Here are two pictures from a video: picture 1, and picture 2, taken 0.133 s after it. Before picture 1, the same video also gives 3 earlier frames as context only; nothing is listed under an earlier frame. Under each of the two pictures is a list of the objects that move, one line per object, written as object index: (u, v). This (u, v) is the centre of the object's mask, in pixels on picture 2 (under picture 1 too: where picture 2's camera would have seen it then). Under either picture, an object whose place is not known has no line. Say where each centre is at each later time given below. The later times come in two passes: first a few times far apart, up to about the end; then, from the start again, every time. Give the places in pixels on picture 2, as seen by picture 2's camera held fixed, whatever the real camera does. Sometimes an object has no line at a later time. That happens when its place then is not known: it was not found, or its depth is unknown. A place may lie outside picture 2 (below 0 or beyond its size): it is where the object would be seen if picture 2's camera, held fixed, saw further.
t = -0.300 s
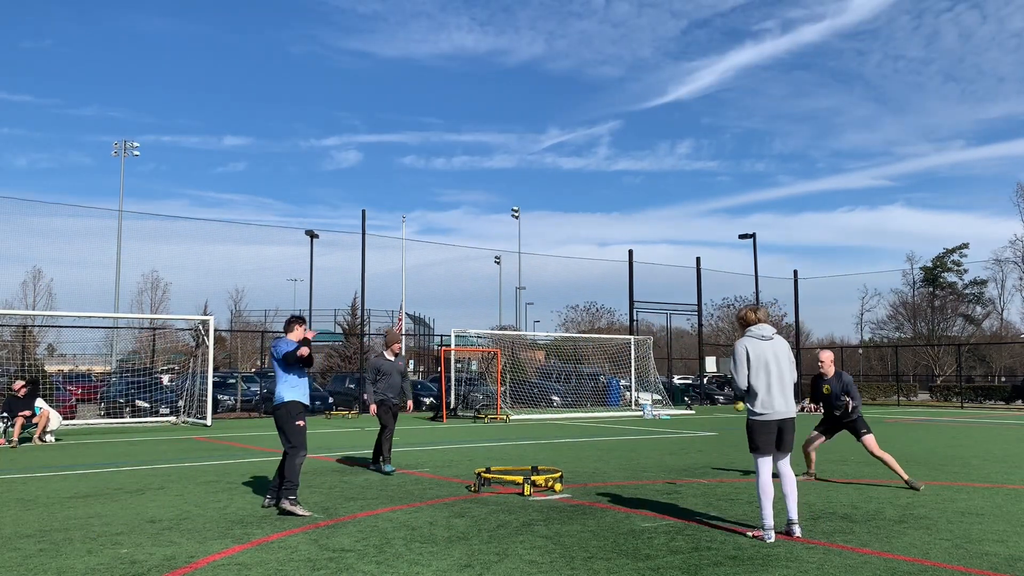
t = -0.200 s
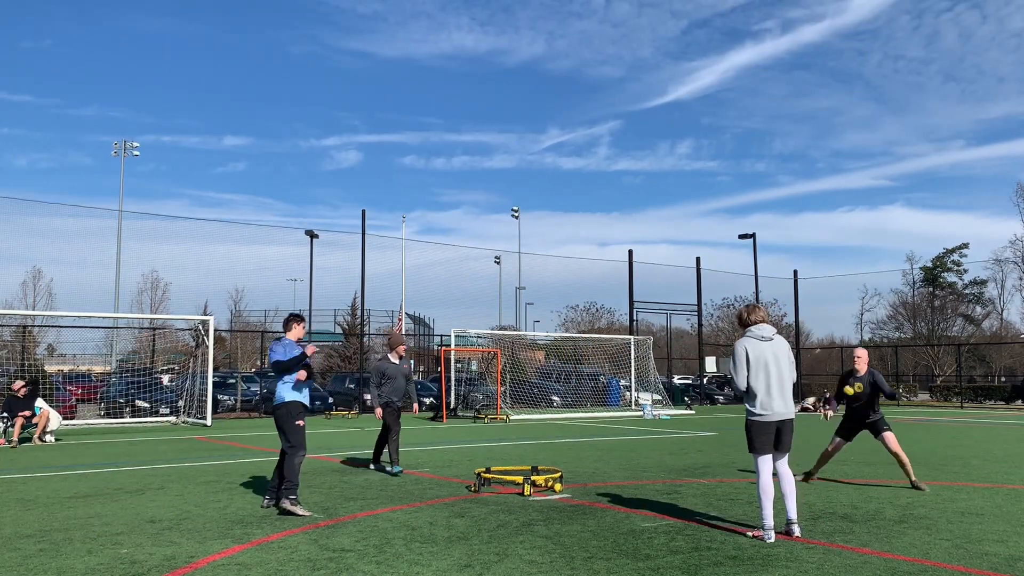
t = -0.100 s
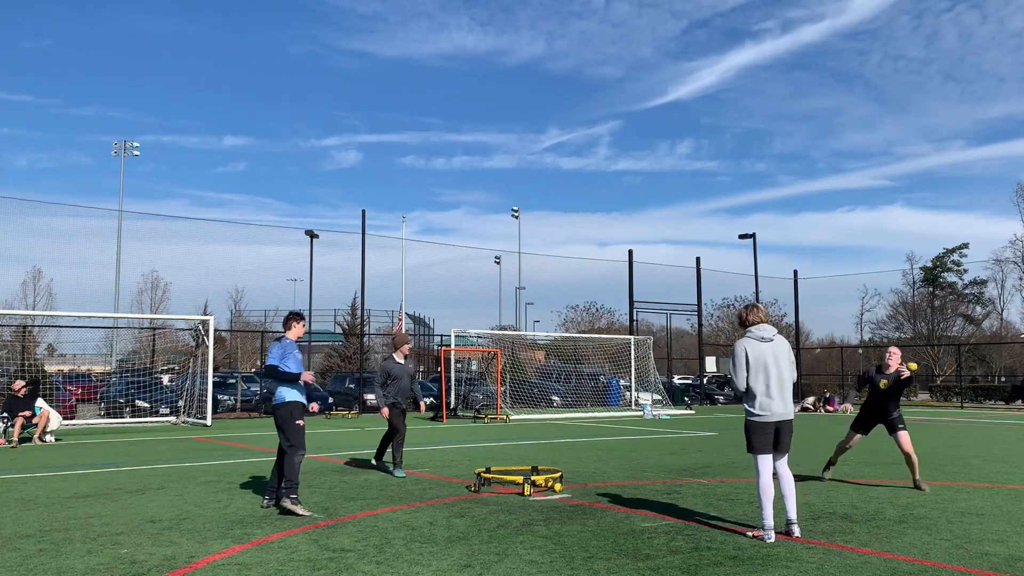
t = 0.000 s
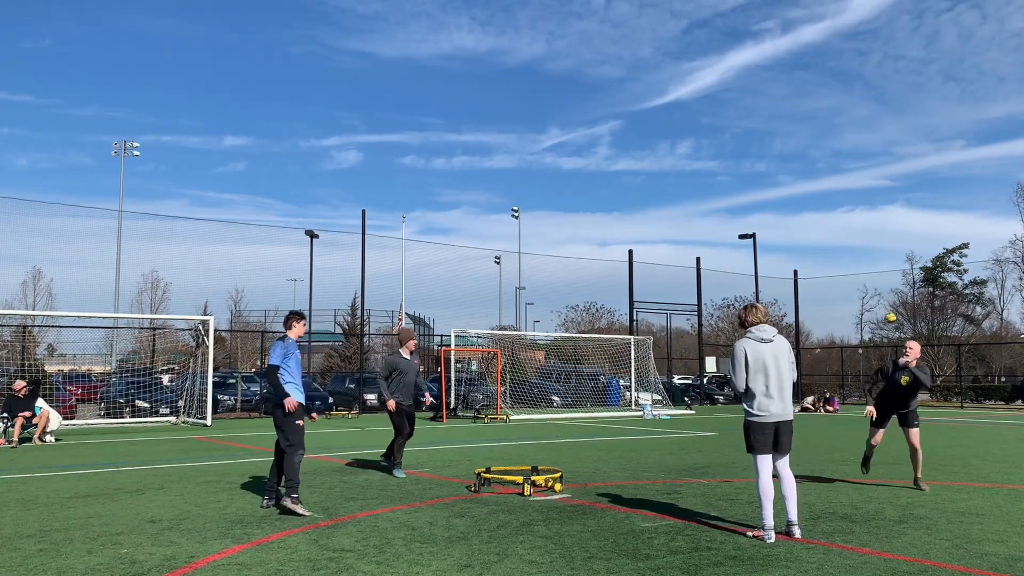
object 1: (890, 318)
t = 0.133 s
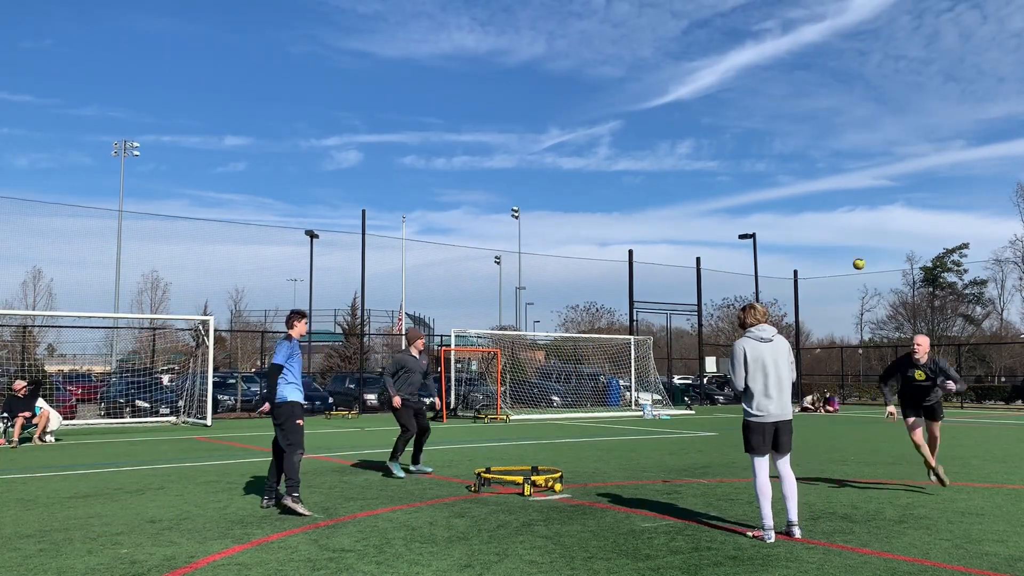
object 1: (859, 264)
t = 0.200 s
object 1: (842, 242)
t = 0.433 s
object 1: (777, 200)
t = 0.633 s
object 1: (706, 222)
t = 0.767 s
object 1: (647, 280)
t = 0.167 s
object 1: (851, 253)
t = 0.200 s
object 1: (842, 242)
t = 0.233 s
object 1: (834, 232)
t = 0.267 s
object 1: (825, 224)
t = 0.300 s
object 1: (816, 217)
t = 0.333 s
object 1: (806, 211)
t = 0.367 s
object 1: (797, 206)
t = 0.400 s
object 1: (787, 203)
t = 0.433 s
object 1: (777, 200)
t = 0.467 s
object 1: (766, 200)
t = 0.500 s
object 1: (755, 201)
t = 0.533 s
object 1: (743, 203)
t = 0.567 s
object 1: (731, 208)
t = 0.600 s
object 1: (719, 214)
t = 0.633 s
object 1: (706, 222)
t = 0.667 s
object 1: (692, 233)
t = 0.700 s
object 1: (678, 246)
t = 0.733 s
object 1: (663, 261)
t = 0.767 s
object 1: (647, 280)
